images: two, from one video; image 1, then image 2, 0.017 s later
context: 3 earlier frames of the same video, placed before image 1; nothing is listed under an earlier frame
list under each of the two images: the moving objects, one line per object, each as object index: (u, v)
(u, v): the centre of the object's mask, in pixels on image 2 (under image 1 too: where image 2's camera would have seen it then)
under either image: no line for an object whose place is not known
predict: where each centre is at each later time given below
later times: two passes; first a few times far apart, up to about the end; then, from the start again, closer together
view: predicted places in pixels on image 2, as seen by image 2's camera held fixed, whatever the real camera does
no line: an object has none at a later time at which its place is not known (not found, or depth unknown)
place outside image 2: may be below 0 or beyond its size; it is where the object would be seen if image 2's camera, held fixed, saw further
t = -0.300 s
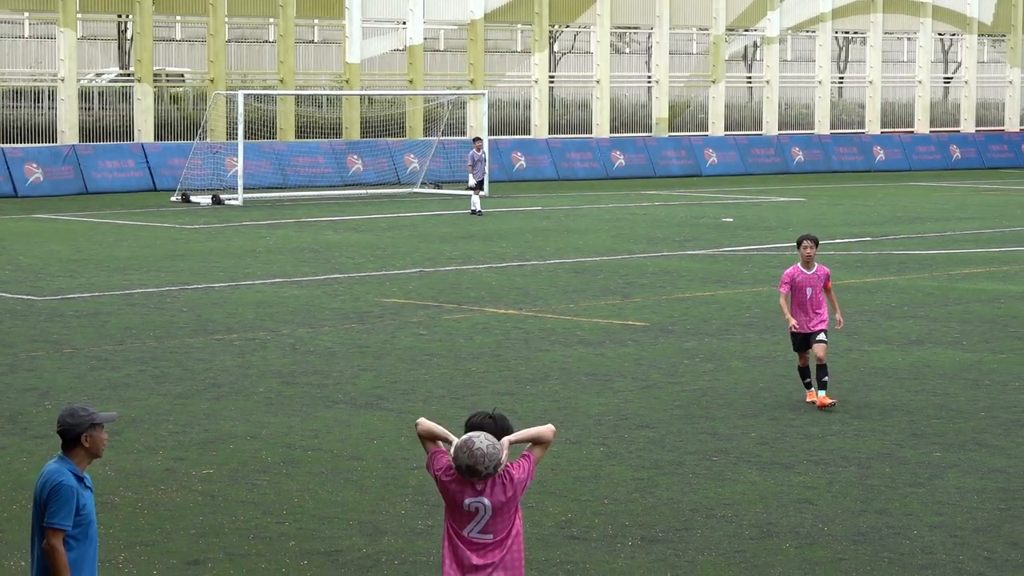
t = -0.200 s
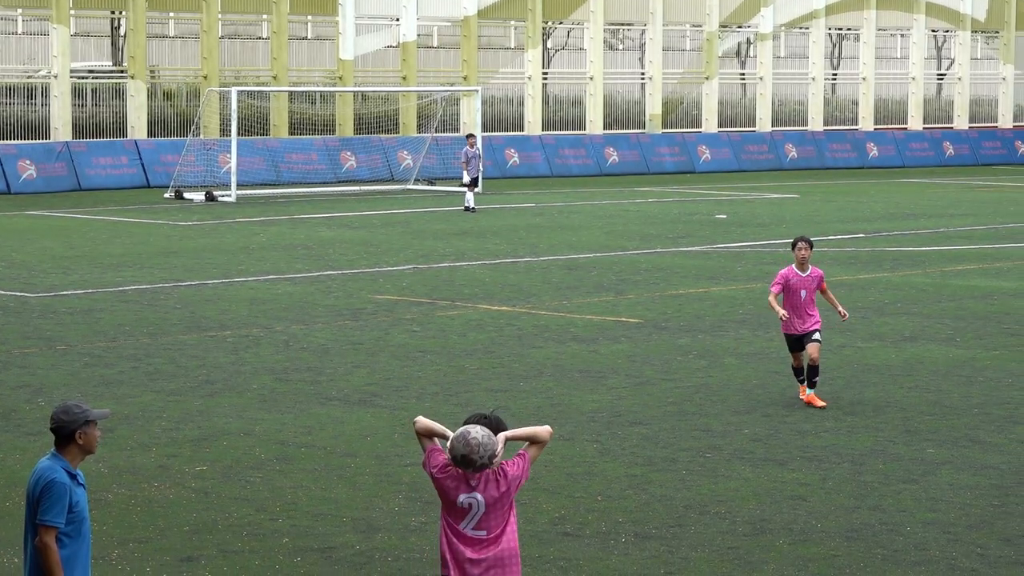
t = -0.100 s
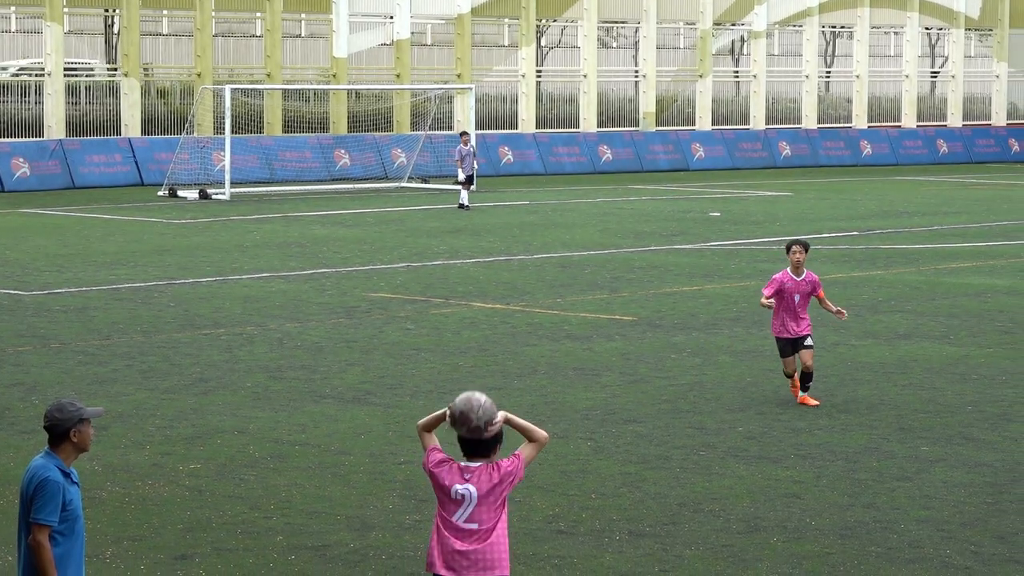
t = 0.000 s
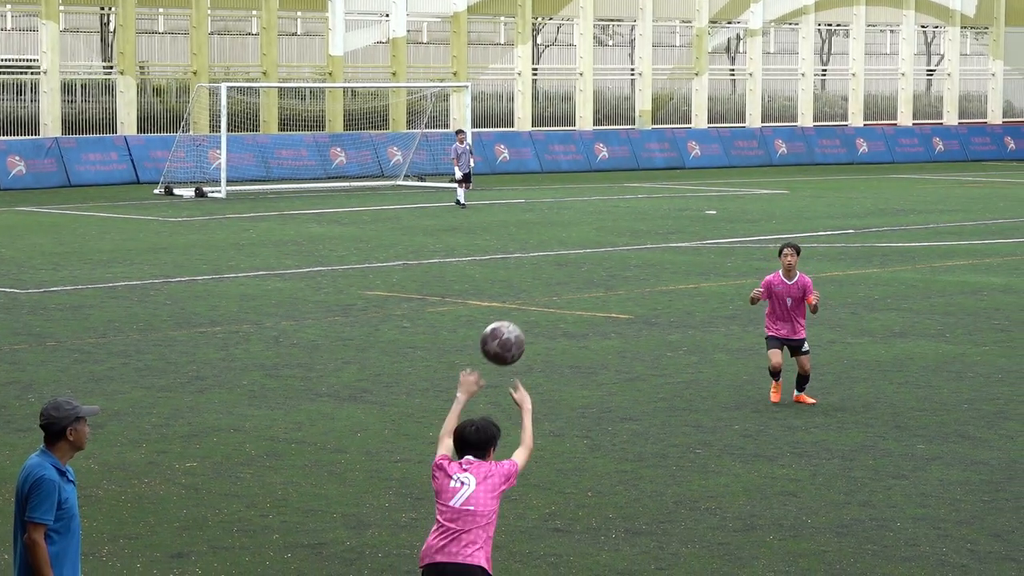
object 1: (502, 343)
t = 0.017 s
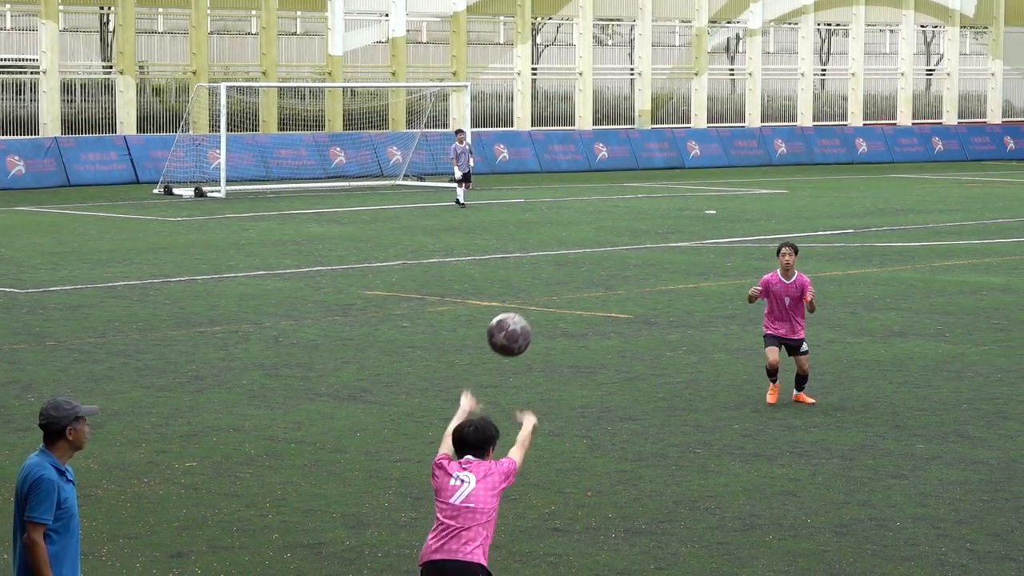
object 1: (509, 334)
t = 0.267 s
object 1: (594, 292)
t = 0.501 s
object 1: (653, 346)
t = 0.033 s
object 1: (516, 327)
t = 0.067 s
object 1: (529, 314)
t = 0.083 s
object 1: (535, 309)
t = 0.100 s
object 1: (541, 304)
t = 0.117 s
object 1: (547, 300)
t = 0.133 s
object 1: (553, 297)
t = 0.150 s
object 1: (559, 295)
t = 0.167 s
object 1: (564, 293)
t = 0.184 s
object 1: (569, 291)
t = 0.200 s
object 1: (574, 291)
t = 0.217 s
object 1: (579, 290)
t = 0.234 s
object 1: (584, 291)
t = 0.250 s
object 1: (589, 291)
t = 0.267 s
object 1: (594, 292)
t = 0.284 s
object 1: (598, 294)
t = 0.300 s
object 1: (603, 296)
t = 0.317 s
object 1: (607, 299)
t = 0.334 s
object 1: (612, 302)
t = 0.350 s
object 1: (616, 305)
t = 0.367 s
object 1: (620, 308)
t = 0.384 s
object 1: (624, 312)
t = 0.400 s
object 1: (629, 316)
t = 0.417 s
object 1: (633, 321)
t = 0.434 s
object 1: (637, 325)
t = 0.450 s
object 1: (642, 330)
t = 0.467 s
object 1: (646, 335)
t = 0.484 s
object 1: (650, 341)
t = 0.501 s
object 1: (653, 346)
